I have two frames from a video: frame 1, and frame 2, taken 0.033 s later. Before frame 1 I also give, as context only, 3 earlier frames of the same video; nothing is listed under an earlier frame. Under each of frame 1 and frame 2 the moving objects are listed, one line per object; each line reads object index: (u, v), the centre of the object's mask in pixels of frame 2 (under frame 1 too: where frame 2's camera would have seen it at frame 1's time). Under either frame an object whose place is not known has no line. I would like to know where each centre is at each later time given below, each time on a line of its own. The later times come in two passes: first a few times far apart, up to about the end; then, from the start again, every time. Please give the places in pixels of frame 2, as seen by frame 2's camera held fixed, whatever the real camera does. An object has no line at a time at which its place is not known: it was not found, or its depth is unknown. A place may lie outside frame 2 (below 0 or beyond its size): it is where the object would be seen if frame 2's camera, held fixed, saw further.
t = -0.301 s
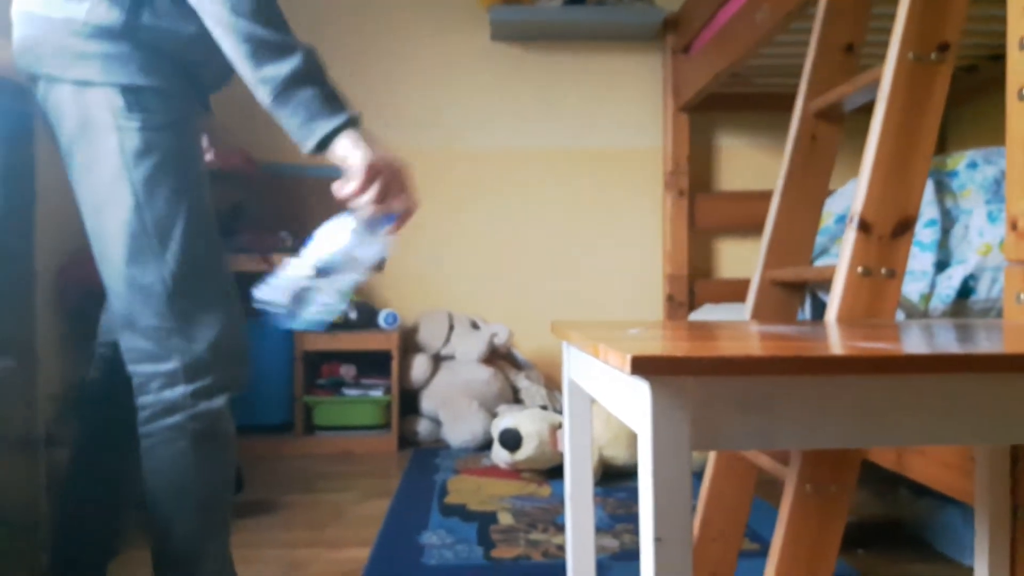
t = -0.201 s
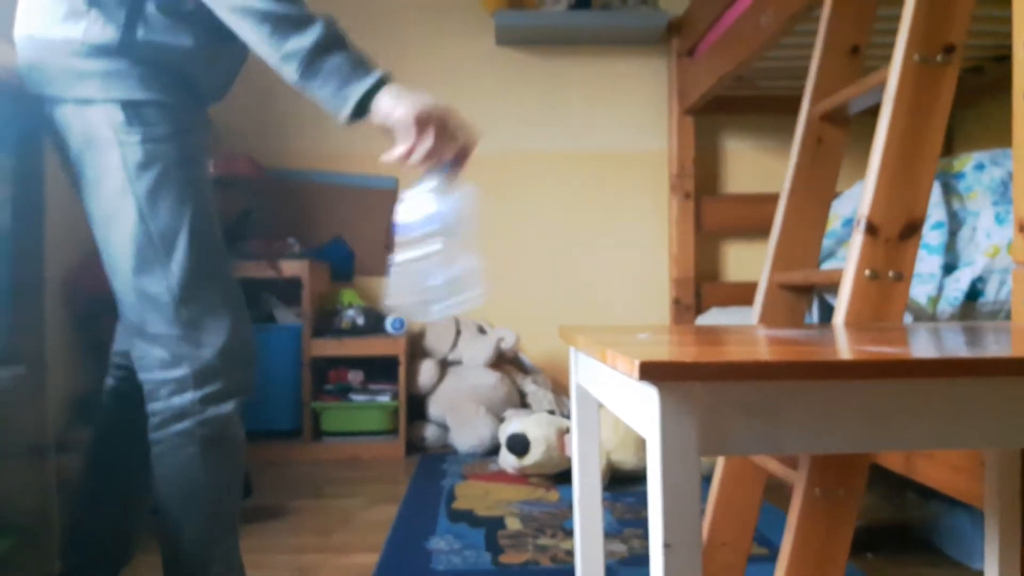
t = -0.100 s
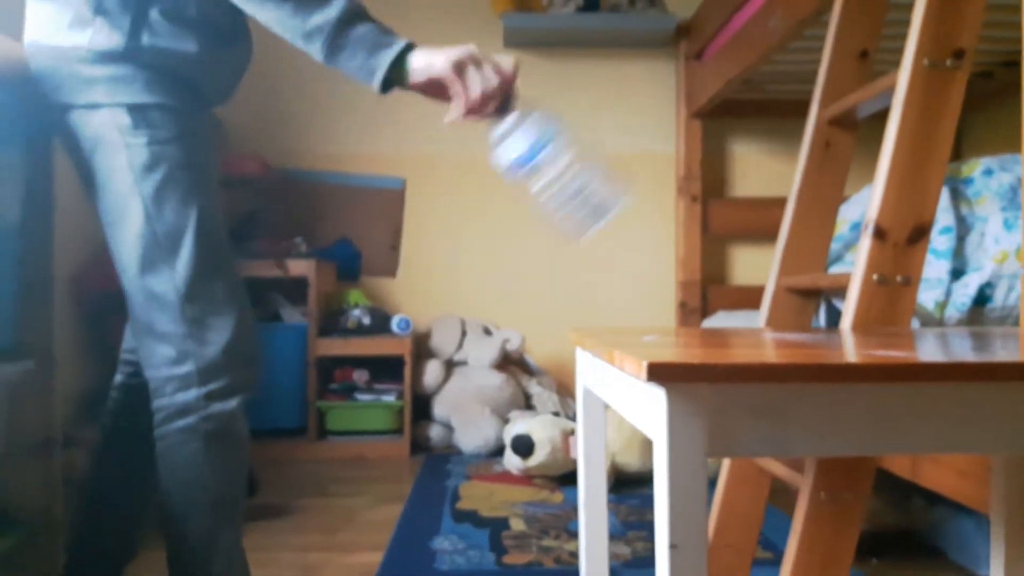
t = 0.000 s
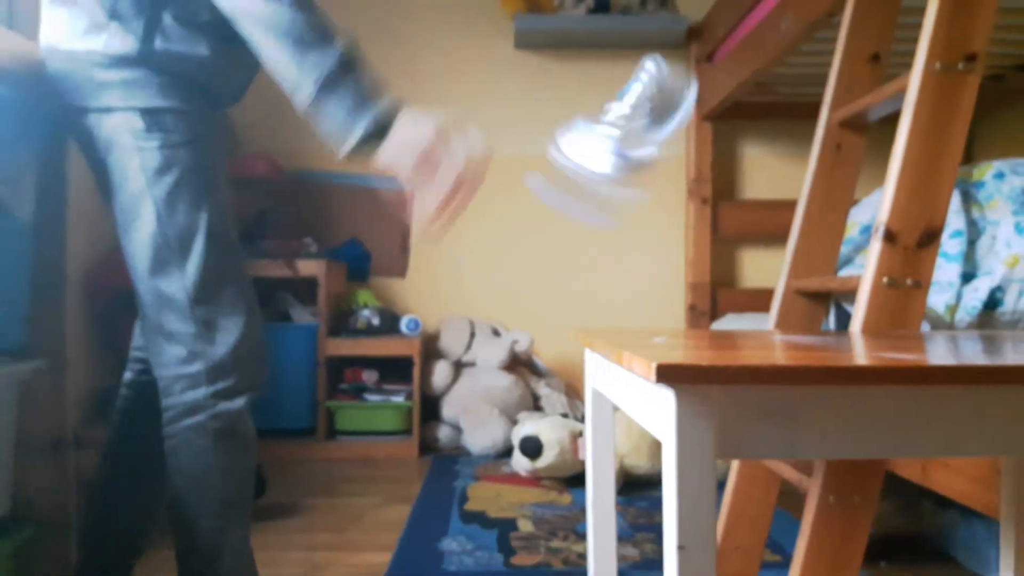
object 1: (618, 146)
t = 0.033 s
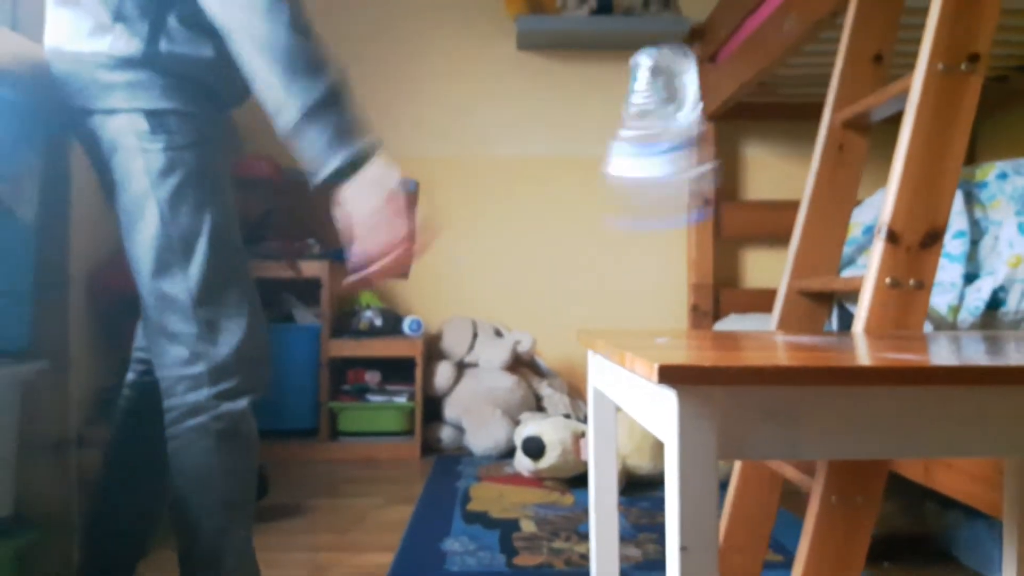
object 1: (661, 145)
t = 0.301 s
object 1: (754, 257)
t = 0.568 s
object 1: (805, 312)
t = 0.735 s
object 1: (805, 312)
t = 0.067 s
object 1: (699, 128)
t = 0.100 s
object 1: (717, 108)
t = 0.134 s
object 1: (722, 110)
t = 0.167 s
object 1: (719, 134)
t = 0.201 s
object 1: (722, 169)
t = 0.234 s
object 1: (728, 221)
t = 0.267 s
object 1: (739, 255)
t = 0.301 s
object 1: (754, 257)
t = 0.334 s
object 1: (773, 267)
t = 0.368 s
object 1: (792, 289)
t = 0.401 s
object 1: (801, 309)
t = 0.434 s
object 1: (806, 310)
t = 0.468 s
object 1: (805, 312)
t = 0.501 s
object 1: (805, 312)
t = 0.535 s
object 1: (805, 312)
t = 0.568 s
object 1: (805, 312)
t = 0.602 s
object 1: (805, 312)
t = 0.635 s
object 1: (806, 312)
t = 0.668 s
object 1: (805, 312)
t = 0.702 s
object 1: (805, 312)
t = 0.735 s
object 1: (805, 312)
